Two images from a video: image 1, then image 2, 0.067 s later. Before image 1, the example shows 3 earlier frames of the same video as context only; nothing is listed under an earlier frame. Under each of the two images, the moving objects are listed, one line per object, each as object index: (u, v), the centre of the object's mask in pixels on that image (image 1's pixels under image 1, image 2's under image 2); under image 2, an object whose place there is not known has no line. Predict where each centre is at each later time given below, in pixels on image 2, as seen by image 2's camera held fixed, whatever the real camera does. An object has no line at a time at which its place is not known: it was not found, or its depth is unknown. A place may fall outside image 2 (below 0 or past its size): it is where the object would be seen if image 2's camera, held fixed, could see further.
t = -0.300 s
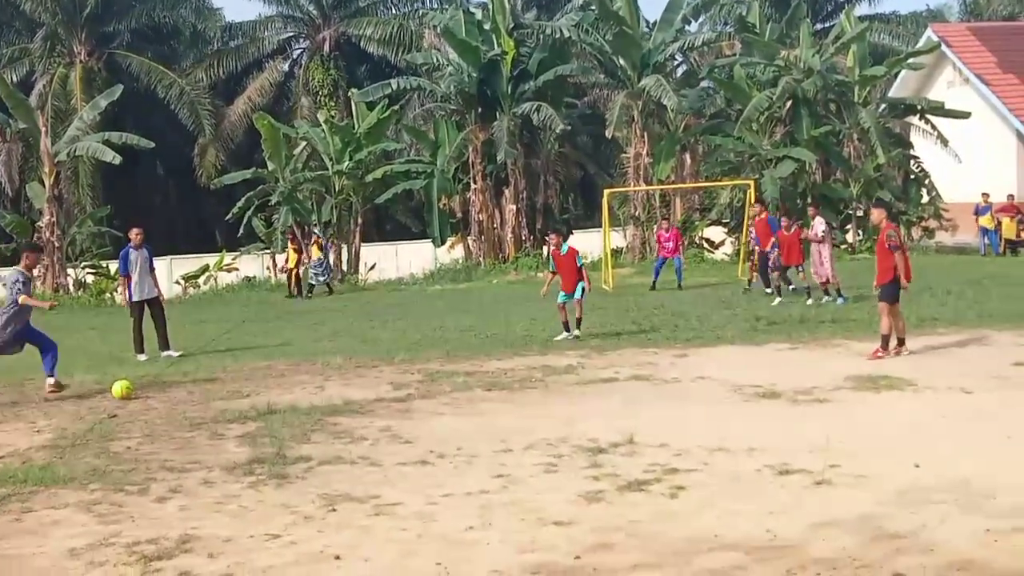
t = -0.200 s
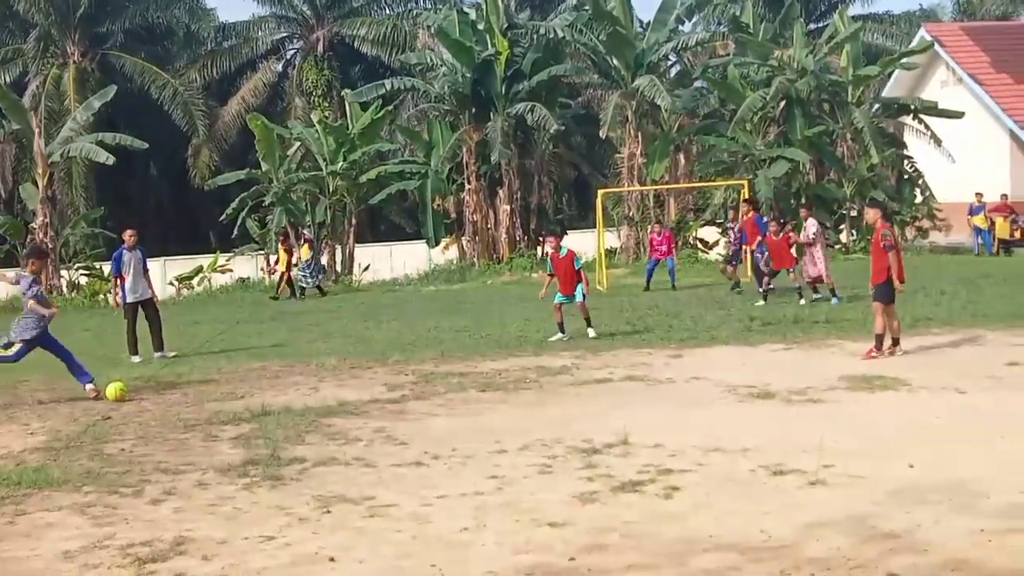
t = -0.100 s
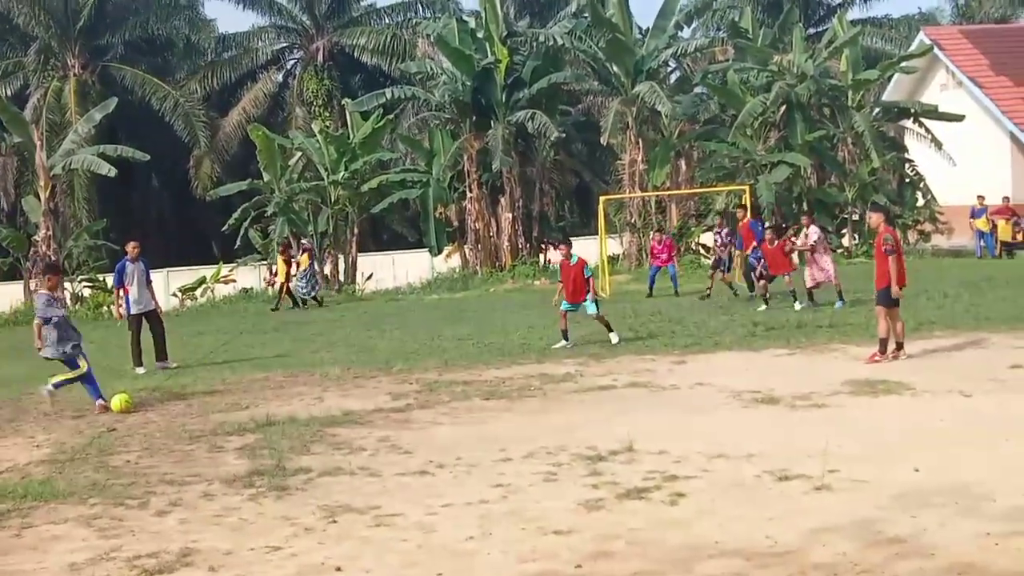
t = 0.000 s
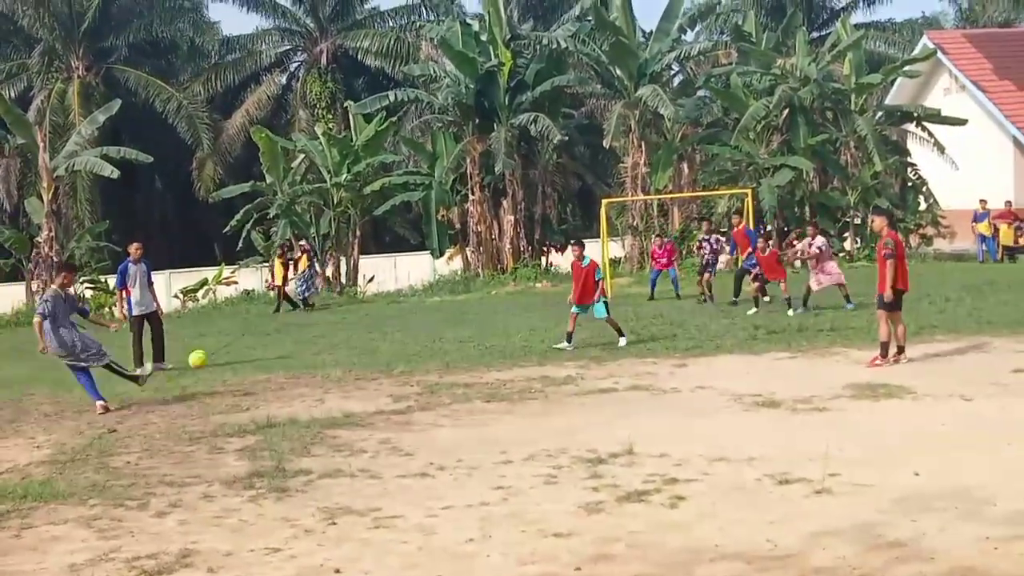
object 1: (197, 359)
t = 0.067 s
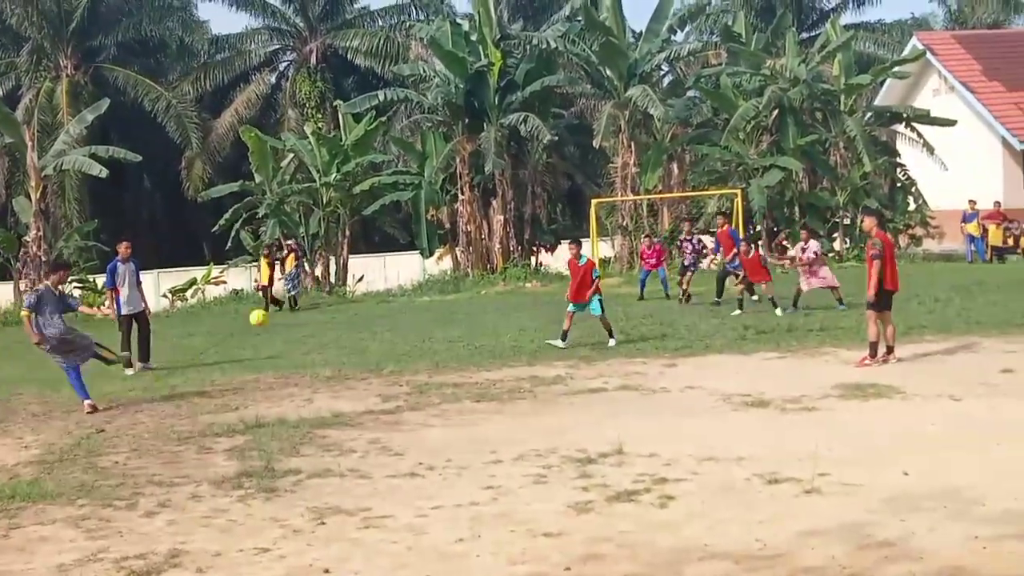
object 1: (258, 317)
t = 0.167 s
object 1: (349, 271)
